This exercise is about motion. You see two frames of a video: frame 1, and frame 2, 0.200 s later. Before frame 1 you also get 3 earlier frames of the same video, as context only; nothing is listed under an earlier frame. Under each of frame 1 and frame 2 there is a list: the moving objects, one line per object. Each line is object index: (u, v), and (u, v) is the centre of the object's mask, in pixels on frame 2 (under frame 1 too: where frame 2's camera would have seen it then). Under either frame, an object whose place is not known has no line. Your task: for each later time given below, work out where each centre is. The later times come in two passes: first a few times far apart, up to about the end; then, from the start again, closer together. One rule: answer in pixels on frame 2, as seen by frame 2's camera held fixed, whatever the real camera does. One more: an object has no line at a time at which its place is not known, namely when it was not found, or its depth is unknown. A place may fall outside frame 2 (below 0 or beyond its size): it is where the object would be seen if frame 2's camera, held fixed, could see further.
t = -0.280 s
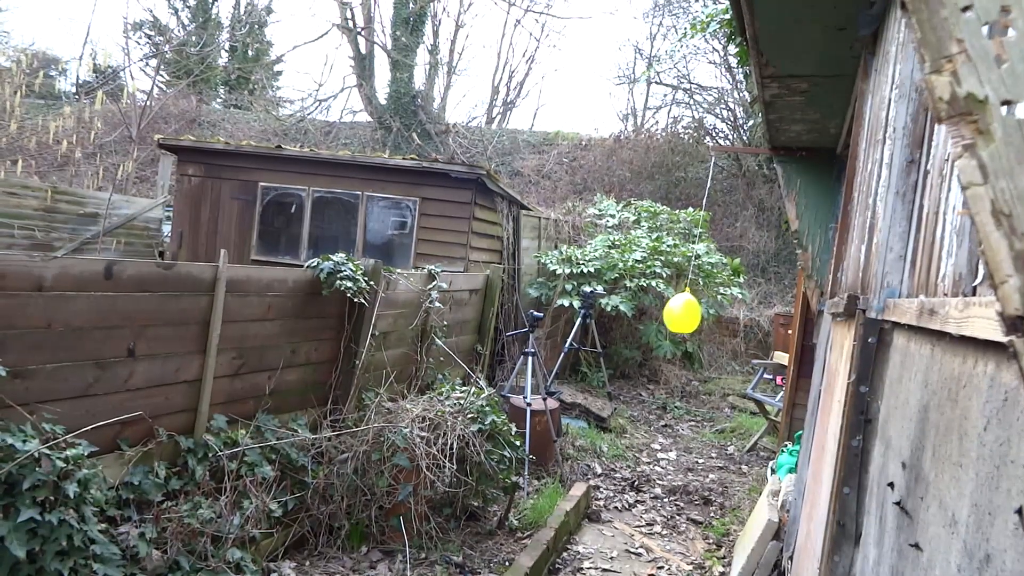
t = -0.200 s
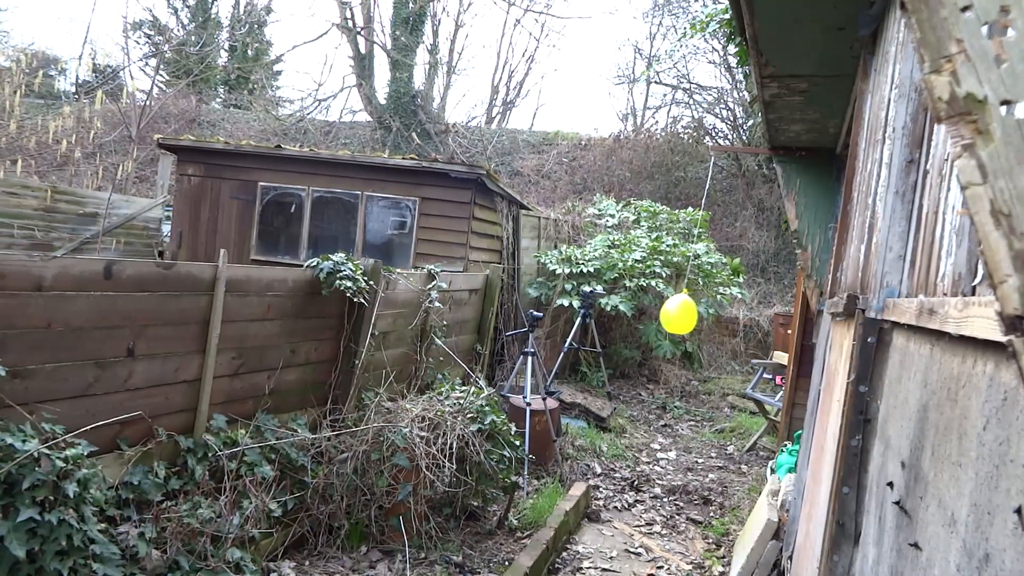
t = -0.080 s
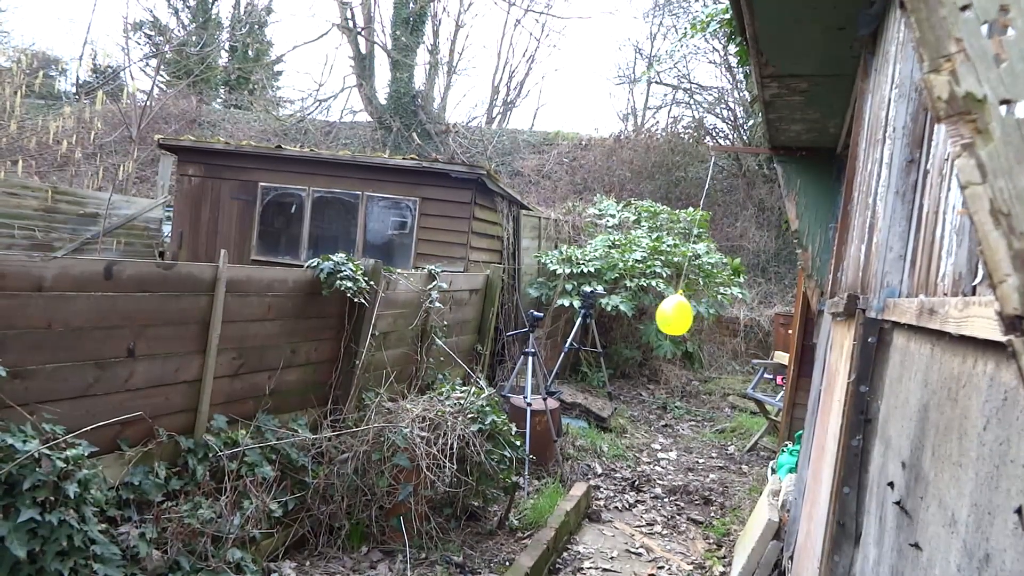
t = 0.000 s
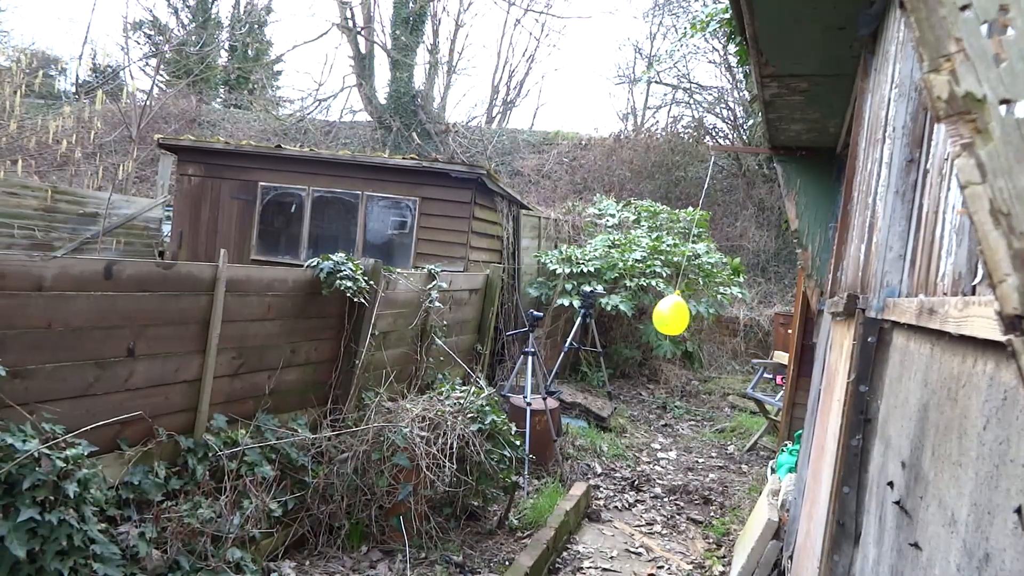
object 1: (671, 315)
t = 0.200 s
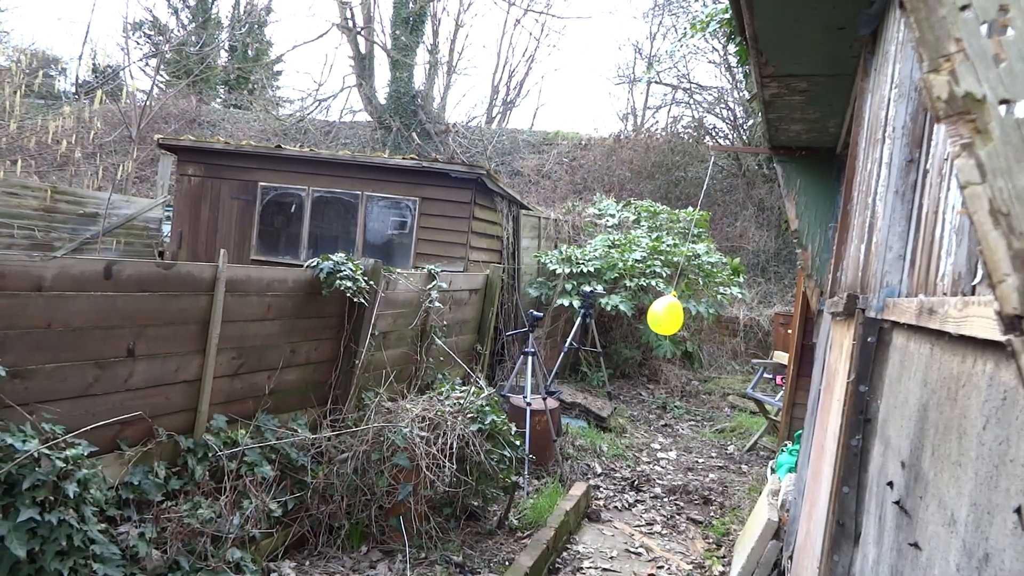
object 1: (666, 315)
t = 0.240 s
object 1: (665, 315)
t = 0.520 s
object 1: (665, 315)
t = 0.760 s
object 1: (673, 317)
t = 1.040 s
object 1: (688, 320)
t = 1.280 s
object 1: (698, 321)
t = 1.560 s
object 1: (702, 322)
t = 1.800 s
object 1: (697, 322)
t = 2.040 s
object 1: (688, 320)
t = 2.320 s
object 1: (674, 318)
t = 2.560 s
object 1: (667, 316)
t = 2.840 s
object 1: (674, 318)
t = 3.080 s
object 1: (689, 321)
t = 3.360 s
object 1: (712, 323)
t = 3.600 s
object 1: (725, 322)
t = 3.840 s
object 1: (726, 321)
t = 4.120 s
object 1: (706, 320)
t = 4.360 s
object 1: (680, 318)
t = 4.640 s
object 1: (660, 314)
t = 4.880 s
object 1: (659, 314)
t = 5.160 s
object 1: (676, 319)
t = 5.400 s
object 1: (698, 322)
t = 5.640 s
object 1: (718, 322)
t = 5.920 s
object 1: (724, 319)
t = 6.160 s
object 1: (712, 317)
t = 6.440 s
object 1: (686, 318)
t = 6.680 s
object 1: (666, 315)
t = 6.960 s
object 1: (658, 313)
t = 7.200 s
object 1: (667, 316)
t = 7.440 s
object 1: (688, 321)
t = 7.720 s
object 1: (710, 323)
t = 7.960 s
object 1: (720, 323)
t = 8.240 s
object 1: (717, 323)
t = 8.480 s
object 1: (701, 323)
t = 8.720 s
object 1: (680, 319)
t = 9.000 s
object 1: (663, 315)
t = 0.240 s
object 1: (665, 315)
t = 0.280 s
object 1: (665, 315)
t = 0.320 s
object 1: (664, 315)
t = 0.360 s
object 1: (664, 315)
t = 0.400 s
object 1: (664, 315)
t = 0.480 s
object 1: (665, 315)
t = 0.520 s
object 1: (665, 315)
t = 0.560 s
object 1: (666, 316)
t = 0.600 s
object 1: (667, 316)
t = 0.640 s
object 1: (669, 316)
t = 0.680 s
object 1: (670, 317)
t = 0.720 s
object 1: (671, 317)
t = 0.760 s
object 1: (673, 317)
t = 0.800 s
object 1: (675, 318)
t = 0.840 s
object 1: (677, 318)
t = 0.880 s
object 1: (679, 319)
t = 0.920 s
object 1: (681, 319)
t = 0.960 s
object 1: (683, 319)
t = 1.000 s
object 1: (685, 320)
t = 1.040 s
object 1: (688, 320)
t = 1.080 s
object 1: (690, 320)
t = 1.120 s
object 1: (692, 321)
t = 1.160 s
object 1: (694, 321)
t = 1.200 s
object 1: (696, 321)
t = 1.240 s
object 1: (697, 321)
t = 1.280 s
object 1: (698, 321)
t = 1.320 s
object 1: (699, 322)
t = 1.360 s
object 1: (700, 322)
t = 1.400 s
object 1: (701, 322)
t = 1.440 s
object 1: (702, 322)
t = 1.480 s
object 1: (702, 322)
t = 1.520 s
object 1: (702, 322)
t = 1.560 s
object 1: (702, 322)
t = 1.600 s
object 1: (701, 322)
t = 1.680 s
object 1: (700, 322)
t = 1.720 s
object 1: (699, 322)
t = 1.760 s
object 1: (698, 322)
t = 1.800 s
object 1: (697, 322)
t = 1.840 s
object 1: (696, 321)
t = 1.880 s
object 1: (694, 321)
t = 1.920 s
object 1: (693, 321)
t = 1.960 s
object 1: (691, 321)
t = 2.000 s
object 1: (690, 321)
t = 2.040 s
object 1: (688, 320)
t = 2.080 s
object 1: (686, 320)
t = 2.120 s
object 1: (684, 320)
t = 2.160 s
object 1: (682, 319)
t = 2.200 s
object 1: (680, 319)
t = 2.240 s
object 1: (678, 319)
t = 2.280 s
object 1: (676, 318)
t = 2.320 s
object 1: (674, 318)
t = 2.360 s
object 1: (672, 317)
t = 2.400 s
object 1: (671, 317)
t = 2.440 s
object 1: (669, 316)
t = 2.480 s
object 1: (668, 316)
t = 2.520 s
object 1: (667, 316)
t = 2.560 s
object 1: (667, 316)
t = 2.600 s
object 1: (667, 316)
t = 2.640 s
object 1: (667, 316)
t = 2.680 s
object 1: (668, 316)
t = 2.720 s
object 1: (669, 317)
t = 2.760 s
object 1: (670, 317)
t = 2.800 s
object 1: (672, 317)
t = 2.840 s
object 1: (674, 318)
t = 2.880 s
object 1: (675, 318)
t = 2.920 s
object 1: (677, 319)
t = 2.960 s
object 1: (680, 319)
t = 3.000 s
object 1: (683, 320)
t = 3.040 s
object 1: (686, 320)
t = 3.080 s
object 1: (689, 321)
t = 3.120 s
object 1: (693, 321)
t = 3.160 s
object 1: (696, 322)
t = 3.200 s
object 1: (699, 322)
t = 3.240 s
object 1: (702, 323)
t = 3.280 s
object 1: (705, 323)
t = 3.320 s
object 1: (709, 323)
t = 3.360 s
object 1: (712, 323)
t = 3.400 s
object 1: (715, 323)
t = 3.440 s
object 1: (718, 323)
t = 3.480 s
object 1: (720, 322)
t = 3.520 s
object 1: (722, 322)
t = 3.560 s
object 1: (724, 322)
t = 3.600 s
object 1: (725, 322)
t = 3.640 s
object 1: (726, 321)
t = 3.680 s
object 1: (726, 321)
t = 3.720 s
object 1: (727, 321)
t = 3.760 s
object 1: (727, 321)
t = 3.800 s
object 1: (726, 321)
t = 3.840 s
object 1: (726, 321)
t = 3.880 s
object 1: (724, 321)
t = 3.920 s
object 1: (723, 321)
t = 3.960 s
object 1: (720, 321)
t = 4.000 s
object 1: (718, 321)
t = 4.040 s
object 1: (714, 321)
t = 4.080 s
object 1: (710, 321)
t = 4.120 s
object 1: (706, 320)
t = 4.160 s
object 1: (702, 320)
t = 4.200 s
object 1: (697, 320)
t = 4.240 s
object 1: (693, 319)
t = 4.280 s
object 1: (688, 319)
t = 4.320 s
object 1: (684, 318)
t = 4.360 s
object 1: (680, 318)
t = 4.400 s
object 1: (676, 317)
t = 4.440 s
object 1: (672, 316)
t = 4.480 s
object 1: (669, 316)
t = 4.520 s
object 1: (666, 315)
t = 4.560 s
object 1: (664, 314)
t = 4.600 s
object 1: (662, 314)
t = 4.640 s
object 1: (660, 314)
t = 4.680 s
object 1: (659, 313)
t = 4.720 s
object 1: (658, 313)
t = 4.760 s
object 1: (657, 313)
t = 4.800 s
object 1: (657, 313)
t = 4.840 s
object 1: (658, 313)
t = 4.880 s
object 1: (659, 314)
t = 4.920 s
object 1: (660, 314)
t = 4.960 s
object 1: (662, 315)
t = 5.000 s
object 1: (664, 315)
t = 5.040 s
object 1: (667, 316)
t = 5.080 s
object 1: (669, 317)
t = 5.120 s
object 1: (673, 318)
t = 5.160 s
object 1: (676, 319)
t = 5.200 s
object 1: (679, 319)
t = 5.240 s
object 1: (683, 320)
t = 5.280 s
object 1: (687, 321)
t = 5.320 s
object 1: (690, 321)
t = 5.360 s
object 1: (694, 322)
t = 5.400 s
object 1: (698, 322)
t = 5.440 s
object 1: (702, 322)
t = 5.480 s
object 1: (705, 322)
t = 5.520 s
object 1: (708, 322)
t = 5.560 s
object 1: (712, 322)
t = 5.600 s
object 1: (714, 322)
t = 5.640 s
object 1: (718, 322)
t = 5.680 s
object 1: (719, 322)
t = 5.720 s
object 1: (721, 321)
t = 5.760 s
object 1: (723, 320)
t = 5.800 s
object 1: (724, 320)
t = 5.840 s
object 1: (724, 319)
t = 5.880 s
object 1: (724, 319)
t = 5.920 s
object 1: (724, 319)
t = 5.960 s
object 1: (723, 319)
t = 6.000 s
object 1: (722, 318)
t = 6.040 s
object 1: (720, 318)
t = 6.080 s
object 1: (717, 318)
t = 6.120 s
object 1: (715, 318)
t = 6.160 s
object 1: (712, 317)
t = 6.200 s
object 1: (709, 318)
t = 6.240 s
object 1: (706, 318)
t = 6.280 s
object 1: (702, 318)
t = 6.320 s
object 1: (699, 318)
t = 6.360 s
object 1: (694, 318)
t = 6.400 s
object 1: (690, 318)
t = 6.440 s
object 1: (686, 318)
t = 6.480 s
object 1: (682, 317)
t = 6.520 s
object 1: (678, 317)
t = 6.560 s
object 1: (674, 316)
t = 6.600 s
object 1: (671, 316)
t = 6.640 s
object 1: (668, 315)
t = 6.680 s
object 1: (666, 315)
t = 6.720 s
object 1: (663, 314)
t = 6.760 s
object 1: (662, 314)
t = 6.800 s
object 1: (660, 314)
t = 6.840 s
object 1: (659, 314)
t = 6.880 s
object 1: (658, 313)
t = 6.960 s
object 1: (658, 313)
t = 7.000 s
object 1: (659, 314)
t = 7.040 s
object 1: (660, 314)
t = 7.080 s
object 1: (661, 314)
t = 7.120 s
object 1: (663, 315)
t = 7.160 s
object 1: (665, 316)
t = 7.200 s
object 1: (667, 316)
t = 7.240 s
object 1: (671, 317)
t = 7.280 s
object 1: (673, 318)
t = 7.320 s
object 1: (677, 319)
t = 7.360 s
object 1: (681, 320)
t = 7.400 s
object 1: (684, 320)
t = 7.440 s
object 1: (688, 321)
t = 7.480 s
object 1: (691, 322)
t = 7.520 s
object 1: (695, 322)
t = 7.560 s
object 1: (699, 322)
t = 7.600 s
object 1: (702, 322)
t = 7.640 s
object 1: (705, 322)
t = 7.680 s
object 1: (707, 323)
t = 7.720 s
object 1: (710, 323)
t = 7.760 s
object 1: (712, 323)
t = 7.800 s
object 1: (714, 323)
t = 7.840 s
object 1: (716, 323)
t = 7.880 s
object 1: (717, 323)
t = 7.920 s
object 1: (719, 323)
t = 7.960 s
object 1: (720, 323)
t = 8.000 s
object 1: (720, 323)
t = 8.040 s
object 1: (720, 323)
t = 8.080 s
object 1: (720, 323)
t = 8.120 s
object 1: (720, 323)
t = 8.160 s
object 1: (719, 323)
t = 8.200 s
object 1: (718, 323)
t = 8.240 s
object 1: (717, 323)
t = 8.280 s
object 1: (715, 323)
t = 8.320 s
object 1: (713, 323)
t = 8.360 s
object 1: (710, 323)
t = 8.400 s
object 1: (707, 323)
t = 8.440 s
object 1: (704, 323)
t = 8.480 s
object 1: (701, 323)
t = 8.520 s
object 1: (697, 322)
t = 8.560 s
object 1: (693, 322)
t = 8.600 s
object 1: (690, 322)
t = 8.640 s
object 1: (687, 321)
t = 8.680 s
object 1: (683, 320)
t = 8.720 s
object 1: (680, 319)
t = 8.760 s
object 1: (676, 319)
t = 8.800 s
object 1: (673, 318)
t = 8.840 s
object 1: (671, 317)
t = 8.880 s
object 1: (668, 317)
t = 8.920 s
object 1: (666, 316)
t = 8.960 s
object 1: (664, 316)
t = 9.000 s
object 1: (663, 315)
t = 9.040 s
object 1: (662, 315)
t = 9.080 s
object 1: (661, 315)
